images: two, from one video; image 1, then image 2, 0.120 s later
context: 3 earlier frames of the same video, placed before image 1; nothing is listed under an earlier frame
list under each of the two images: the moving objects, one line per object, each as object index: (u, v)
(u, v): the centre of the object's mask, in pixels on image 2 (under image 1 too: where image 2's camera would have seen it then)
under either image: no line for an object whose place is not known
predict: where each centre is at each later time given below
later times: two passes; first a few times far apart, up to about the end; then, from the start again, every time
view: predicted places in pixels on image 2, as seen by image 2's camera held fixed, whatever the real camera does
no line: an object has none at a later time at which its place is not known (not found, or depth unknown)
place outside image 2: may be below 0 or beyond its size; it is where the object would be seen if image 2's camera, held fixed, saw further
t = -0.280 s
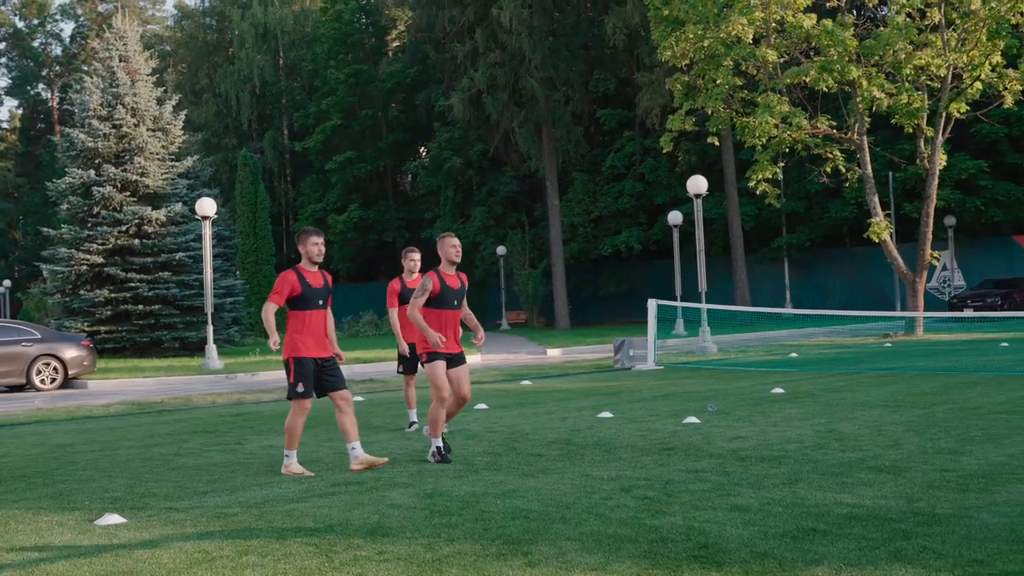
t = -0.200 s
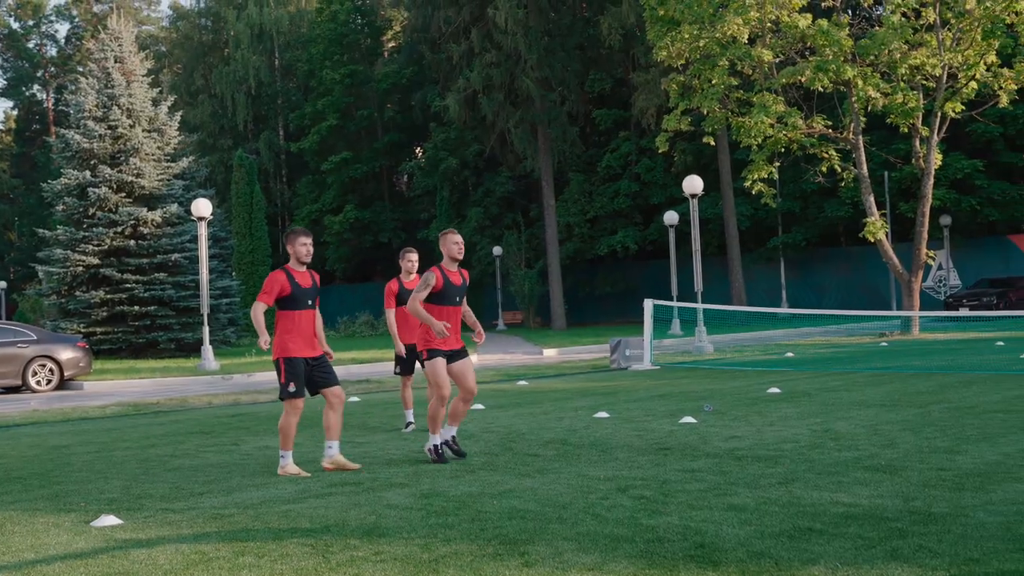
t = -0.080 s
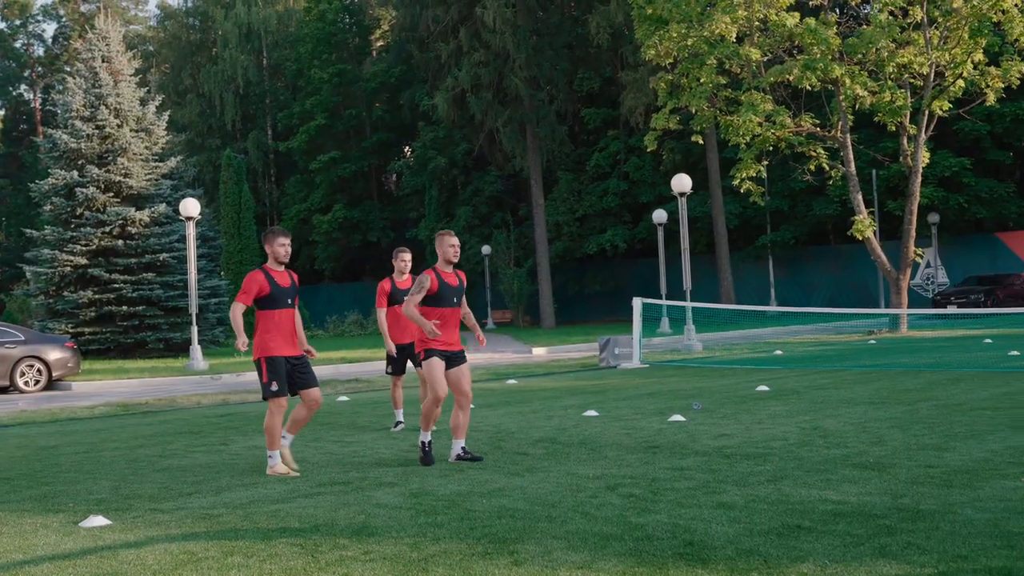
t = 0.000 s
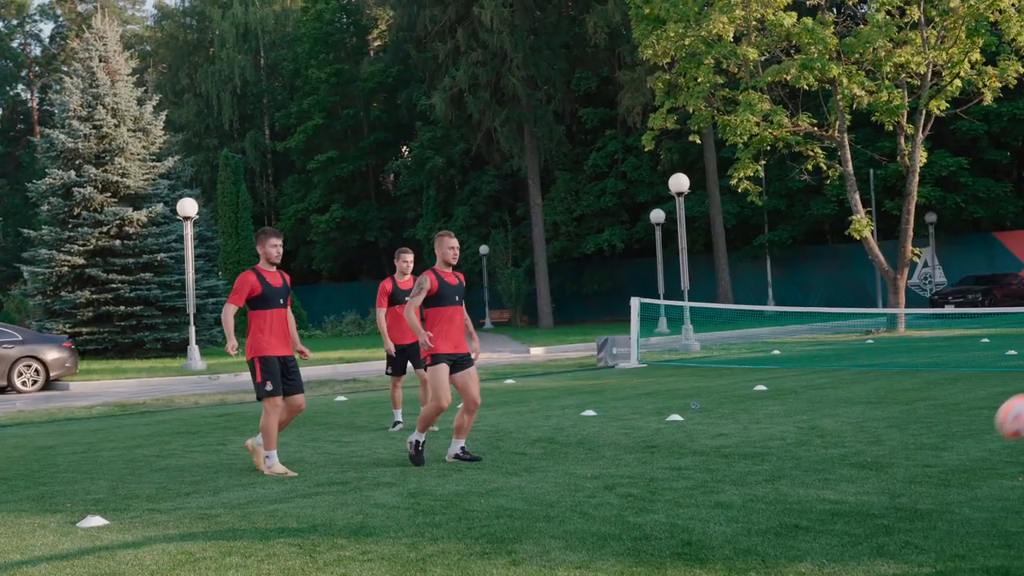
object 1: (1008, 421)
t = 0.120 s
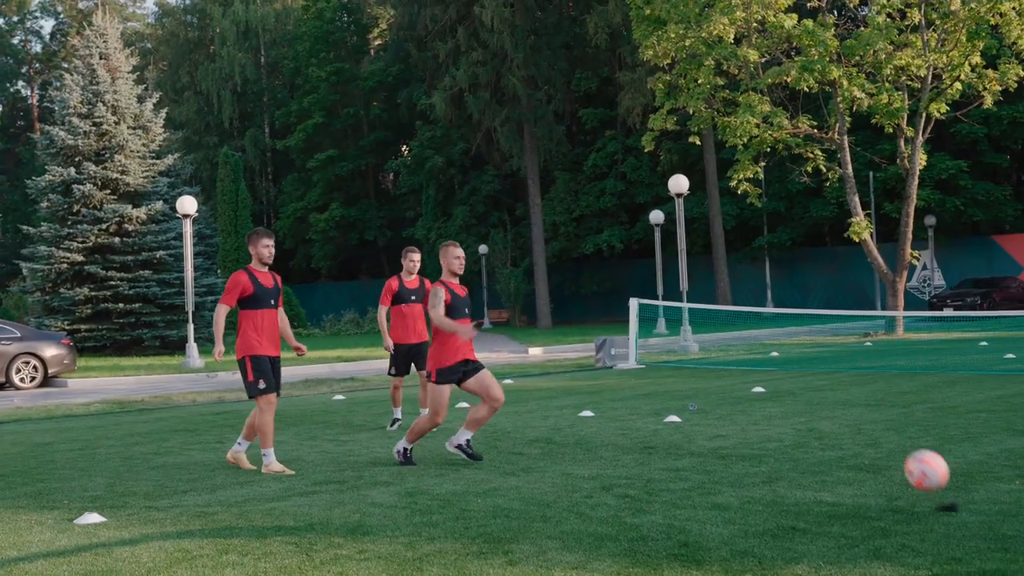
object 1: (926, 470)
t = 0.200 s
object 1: (884, 426)
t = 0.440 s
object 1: (767, 366)
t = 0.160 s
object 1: (905, 446)
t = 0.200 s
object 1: (884, 426)
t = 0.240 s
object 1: (863, 408)
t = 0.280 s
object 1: (844, 393)
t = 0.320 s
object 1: (824, 382)
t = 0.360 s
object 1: (805, 374)
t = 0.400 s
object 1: (786, 369)
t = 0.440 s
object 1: (767, 366)
